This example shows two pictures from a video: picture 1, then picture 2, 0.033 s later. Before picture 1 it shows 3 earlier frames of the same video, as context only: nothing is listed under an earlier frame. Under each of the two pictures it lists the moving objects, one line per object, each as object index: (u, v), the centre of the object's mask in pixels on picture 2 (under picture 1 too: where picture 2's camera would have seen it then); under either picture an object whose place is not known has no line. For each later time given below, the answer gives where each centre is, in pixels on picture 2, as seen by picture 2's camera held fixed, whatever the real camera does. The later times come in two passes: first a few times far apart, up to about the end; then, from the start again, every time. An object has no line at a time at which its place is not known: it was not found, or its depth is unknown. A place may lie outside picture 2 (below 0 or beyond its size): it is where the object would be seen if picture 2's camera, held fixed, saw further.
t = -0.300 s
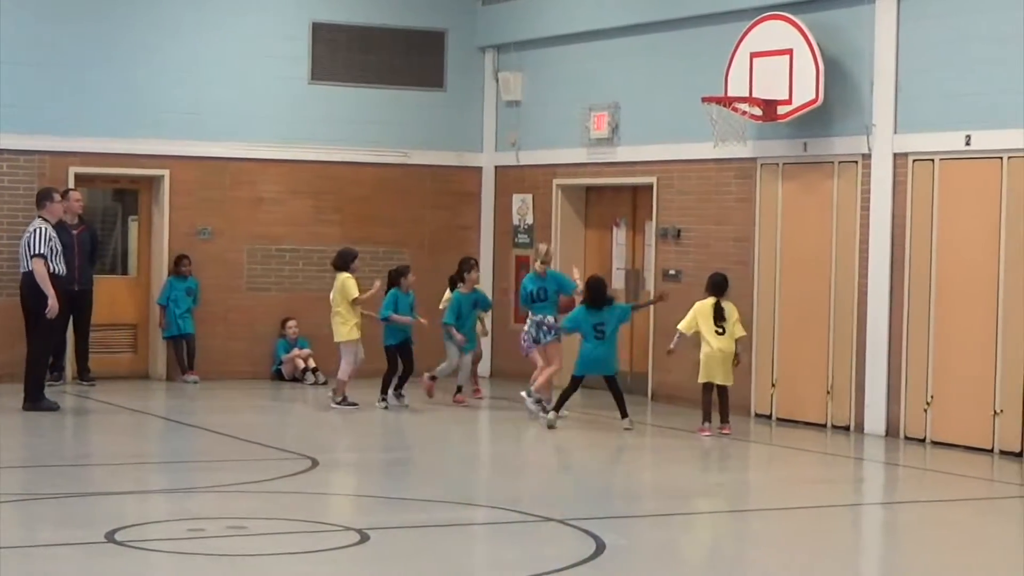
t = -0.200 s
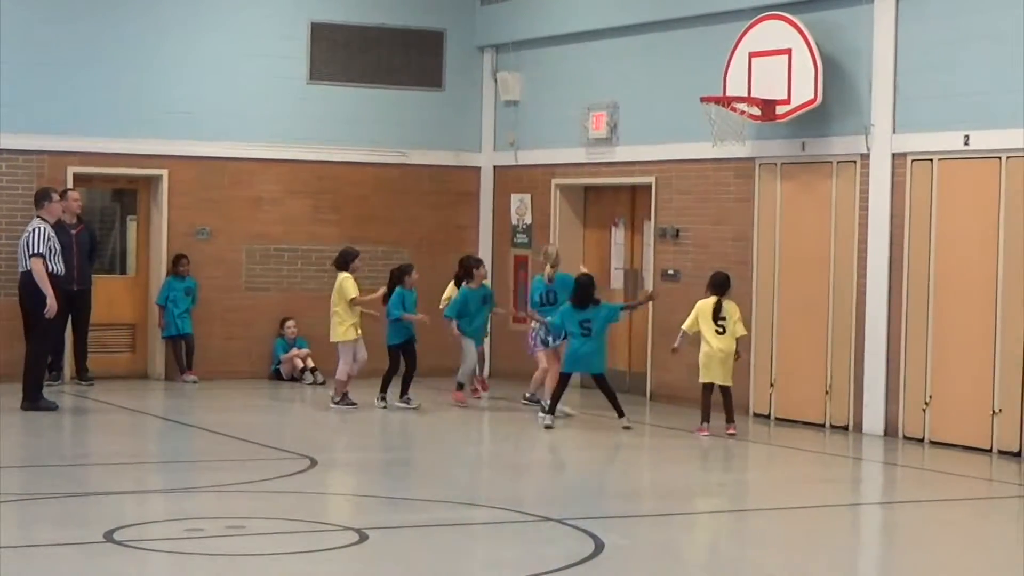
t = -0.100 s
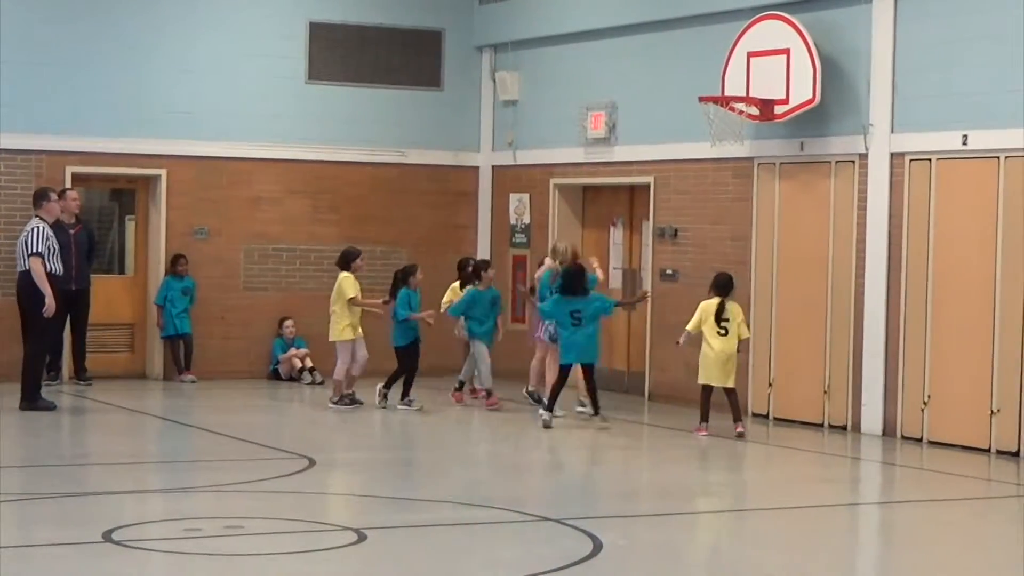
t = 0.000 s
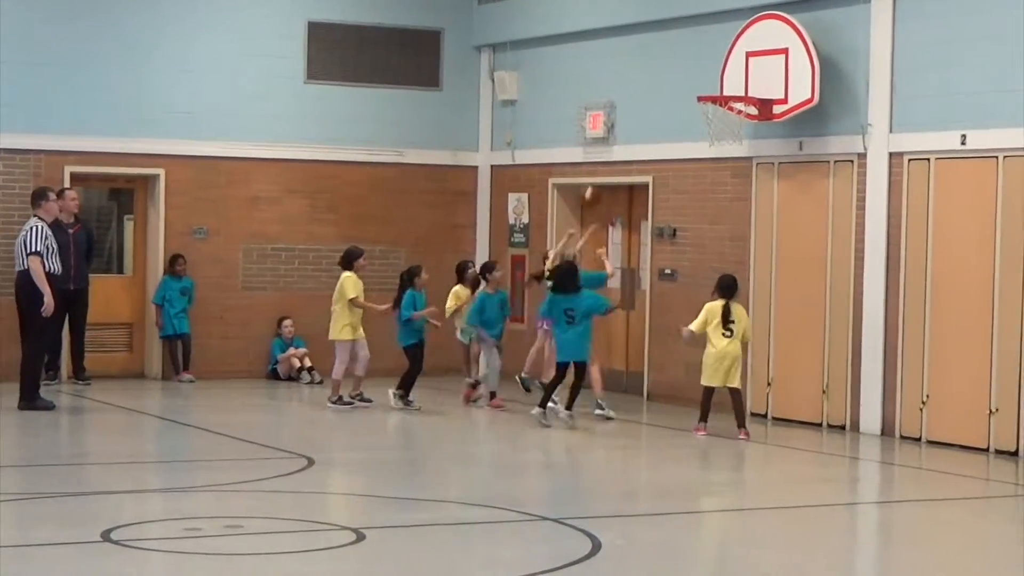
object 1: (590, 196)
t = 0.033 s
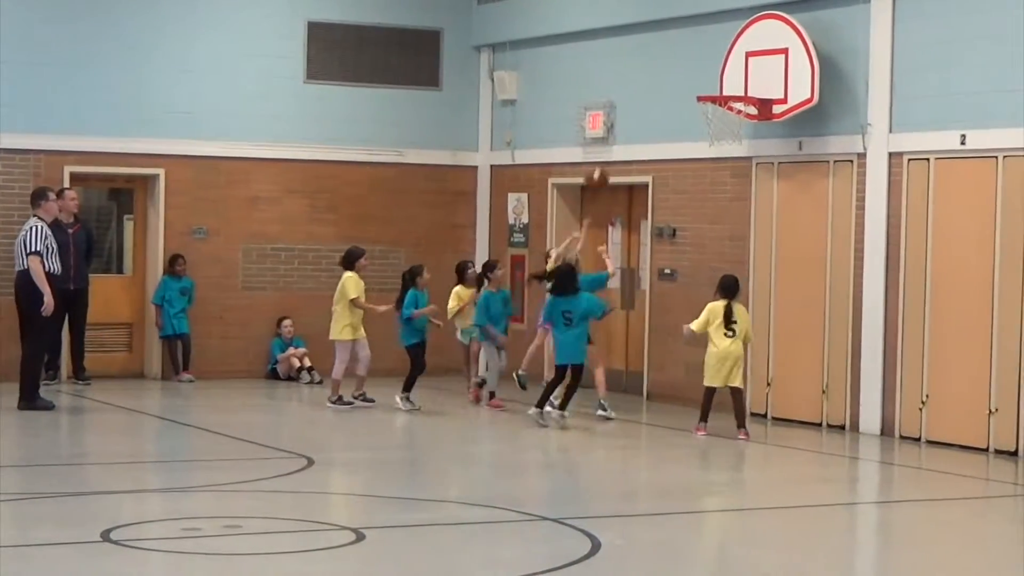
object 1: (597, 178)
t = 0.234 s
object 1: (645, 94)
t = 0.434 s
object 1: (694, 52)
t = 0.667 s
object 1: (752, 61)
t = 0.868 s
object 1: (778, 113)
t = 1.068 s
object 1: (792, 213)
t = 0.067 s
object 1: (605, 162)
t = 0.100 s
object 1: (613, 146)
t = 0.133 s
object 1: (621, 130)
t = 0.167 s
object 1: (629, 117)
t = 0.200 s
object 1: (637, 105)
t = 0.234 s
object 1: (645, 94)
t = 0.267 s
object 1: (653, 84)
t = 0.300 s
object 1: (662, 75)
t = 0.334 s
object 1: (670, 68)
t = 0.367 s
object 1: (678, 61)
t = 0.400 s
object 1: (686, 56)
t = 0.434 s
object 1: (694, 52)
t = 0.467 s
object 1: (702, 50)
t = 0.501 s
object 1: (711, 48)
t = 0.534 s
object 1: (719, 48)
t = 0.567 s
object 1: (727, 50)
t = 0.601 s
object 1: (736, 52)
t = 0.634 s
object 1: (744, 56)
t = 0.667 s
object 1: (752, 61)
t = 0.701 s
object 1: (761, 68)
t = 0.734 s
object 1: (769, 76)
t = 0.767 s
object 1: (772, 84)
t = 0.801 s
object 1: (773, 92)
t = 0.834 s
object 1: (776, 101)
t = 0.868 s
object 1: (778, 113)
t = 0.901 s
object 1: (780, 126)
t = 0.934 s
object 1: (781, 139)
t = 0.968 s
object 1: (784, 156)
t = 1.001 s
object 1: (787, 174)
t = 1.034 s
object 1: (789, 192)
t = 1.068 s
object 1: (792, 213)
